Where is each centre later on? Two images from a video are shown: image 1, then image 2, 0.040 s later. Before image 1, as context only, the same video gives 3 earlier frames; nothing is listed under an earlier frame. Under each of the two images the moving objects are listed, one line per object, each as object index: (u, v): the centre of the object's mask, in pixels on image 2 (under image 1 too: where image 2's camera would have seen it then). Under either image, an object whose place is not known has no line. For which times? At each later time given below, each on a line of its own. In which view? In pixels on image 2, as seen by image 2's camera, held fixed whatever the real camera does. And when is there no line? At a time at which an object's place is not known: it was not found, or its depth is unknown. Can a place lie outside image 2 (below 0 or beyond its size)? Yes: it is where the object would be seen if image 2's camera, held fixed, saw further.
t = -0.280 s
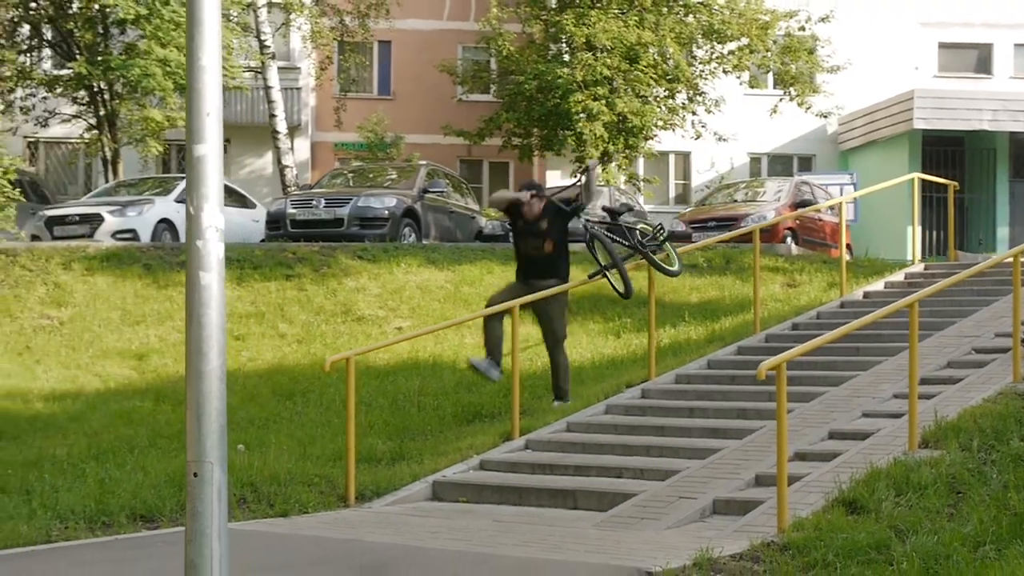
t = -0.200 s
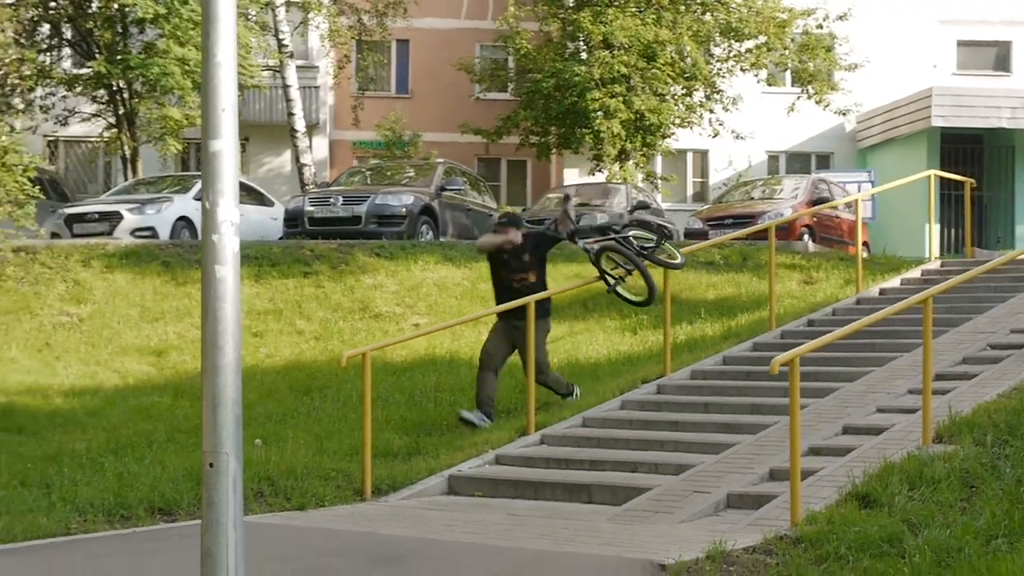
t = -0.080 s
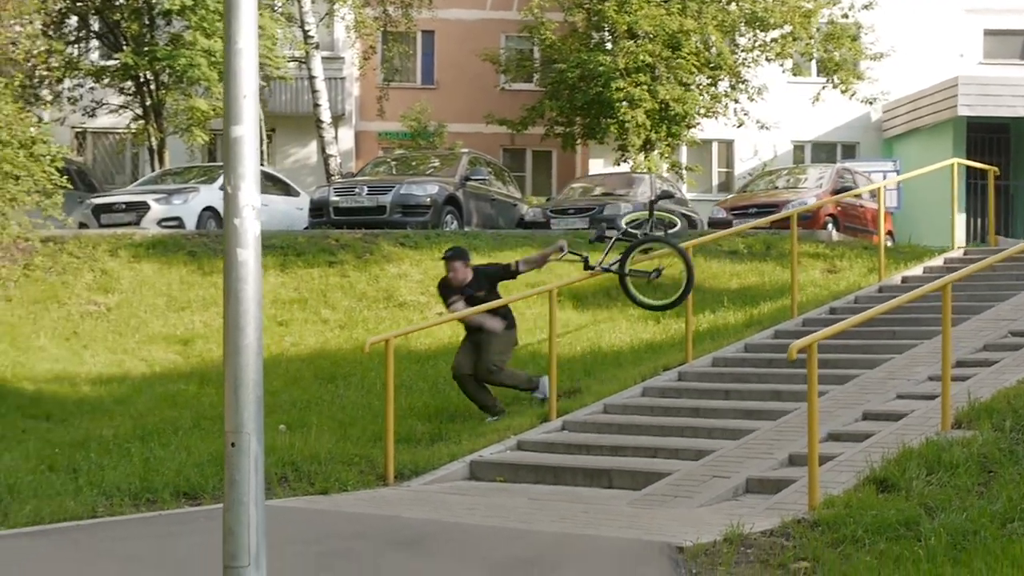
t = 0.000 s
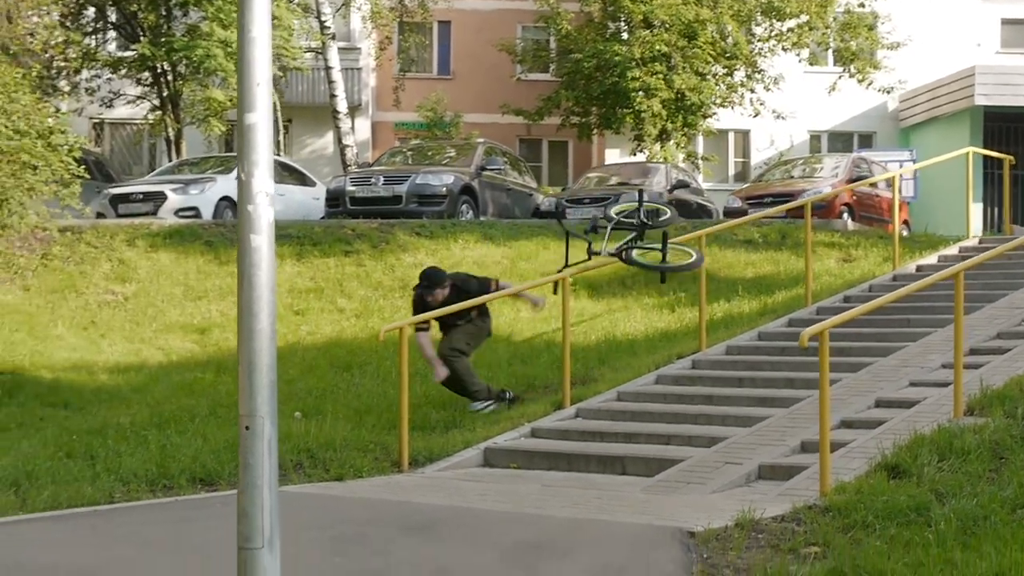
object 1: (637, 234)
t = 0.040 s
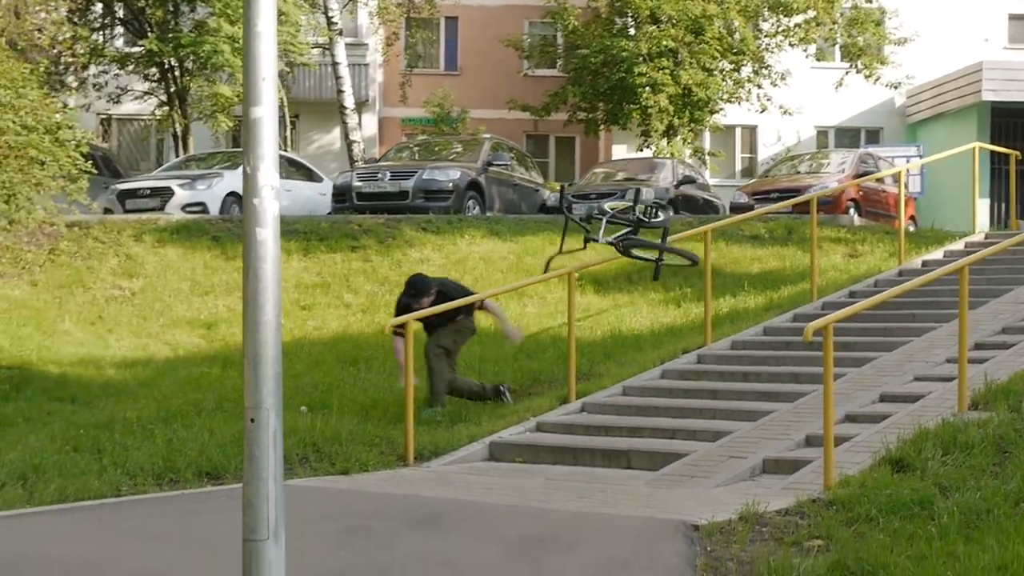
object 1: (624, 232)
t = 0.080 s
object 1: (624, 240)
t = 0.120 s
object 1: (620, 251)
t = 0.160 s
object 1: (615, 257)
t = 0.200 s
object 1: (605, 260)
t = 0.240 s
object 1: (593, 262)
